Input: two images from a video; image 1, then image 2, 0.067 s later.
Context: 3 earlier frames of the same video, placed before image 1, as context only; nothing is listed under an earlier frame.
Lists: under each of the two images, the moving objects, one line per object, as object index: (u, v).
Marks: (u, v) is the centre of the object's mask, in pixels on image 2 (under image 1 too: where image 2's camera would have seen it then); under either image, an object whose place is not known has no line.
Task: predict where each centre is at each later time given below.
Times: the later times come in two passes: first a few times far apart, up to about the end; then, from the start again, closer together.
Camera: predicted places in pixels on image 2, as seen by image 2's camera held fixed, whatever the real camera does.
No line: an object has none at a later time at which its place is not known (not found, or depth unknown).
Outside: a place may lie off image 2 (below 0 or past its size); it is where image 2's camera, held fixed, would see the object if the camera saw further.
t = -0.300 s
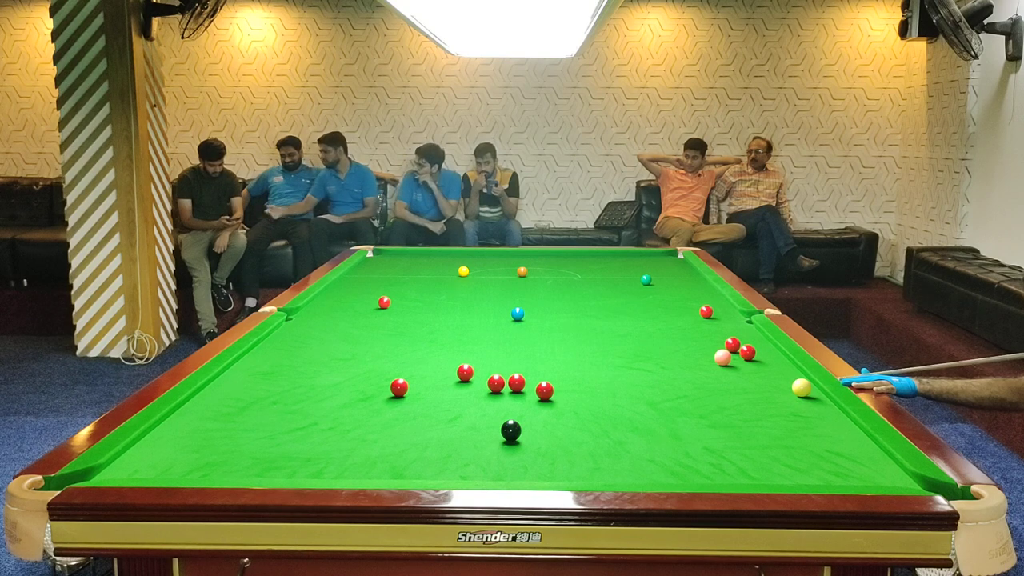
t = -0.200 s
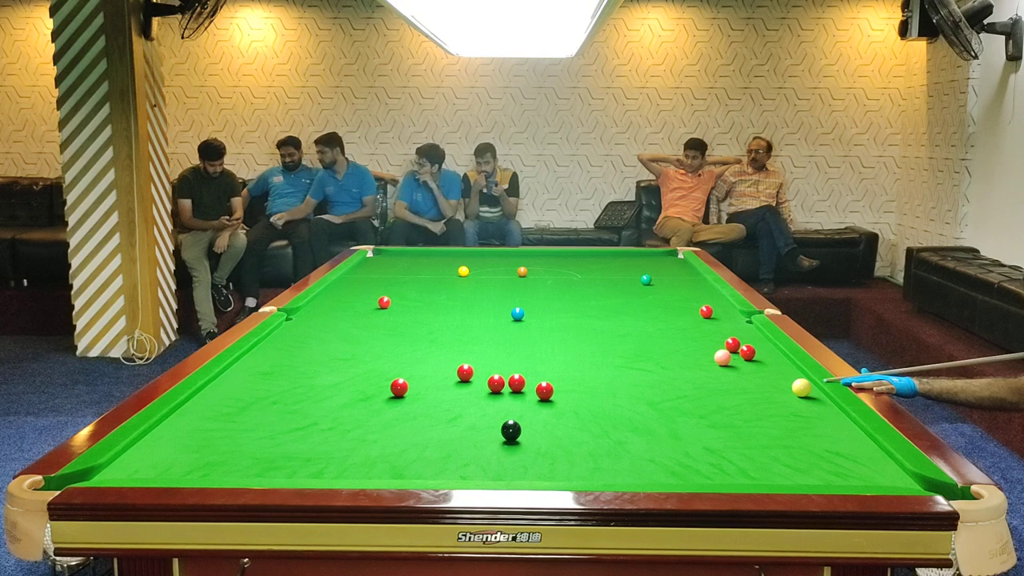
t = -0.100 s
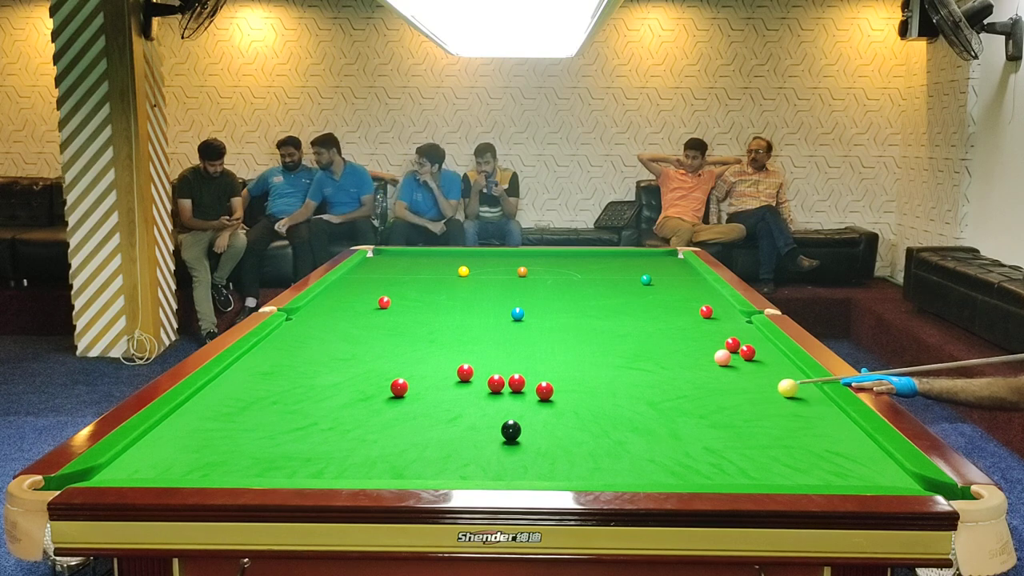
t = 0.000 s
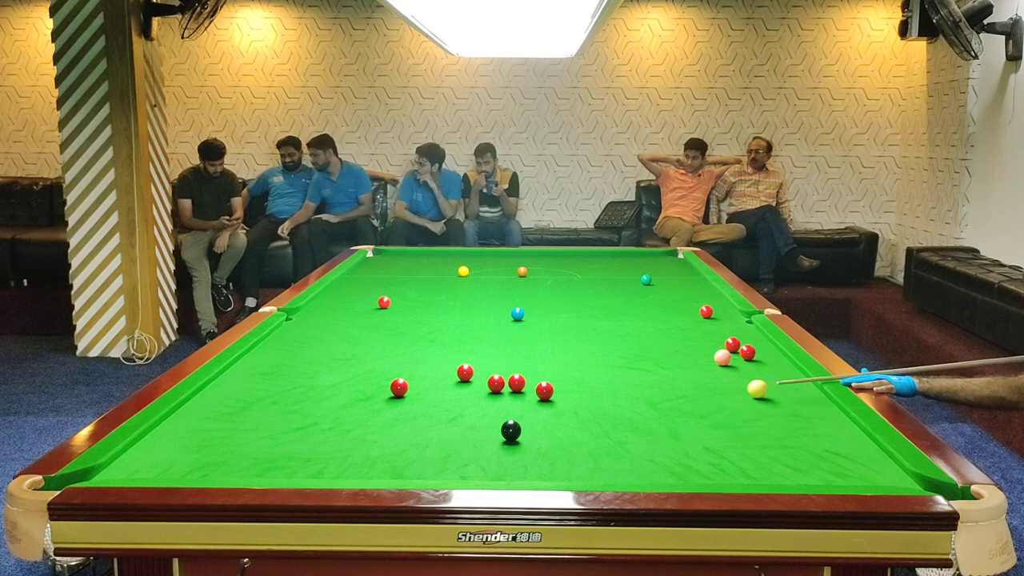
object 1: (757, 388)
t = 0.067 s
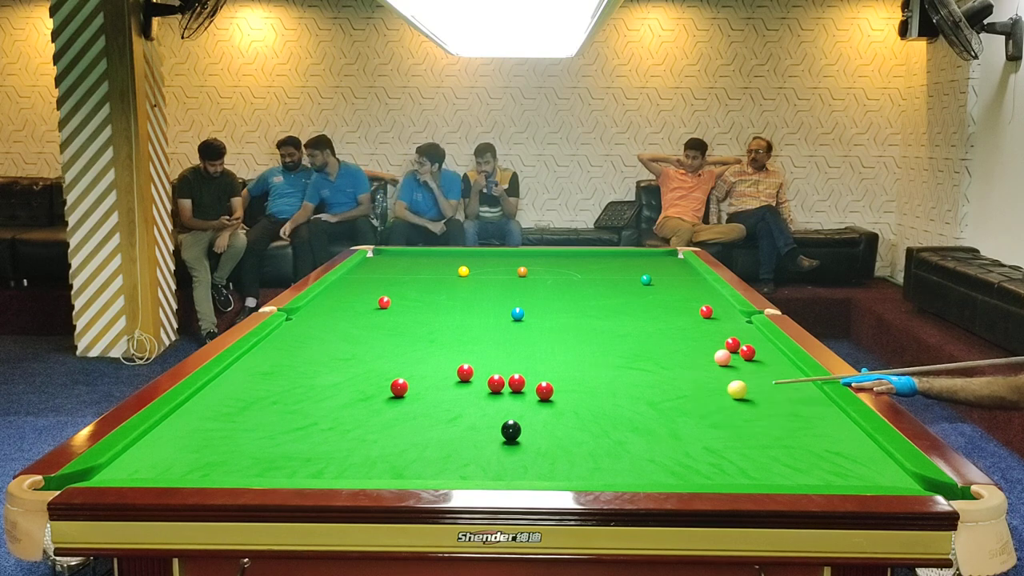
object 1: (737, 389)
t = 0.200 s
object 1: (697, 390)
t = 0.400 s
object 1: (637, 392)
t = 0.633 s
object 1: (567, 394)
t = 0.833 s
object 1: (515, 399)
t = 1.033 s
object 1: (463, 404)
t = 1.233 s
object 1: (411, 410)
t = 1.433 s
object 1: (357, 416)
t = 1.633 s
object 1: (303, 423)
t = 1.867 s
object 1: (239, 429)
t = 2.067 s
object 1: (183, 436)
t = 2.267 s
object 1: (152, 442)
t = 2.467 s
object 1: (176, 446)
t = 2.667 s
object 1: (198, 451)
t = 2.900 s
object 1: (223, 456)
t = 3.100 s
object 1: (244, 461)
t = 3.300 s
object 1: (264, 465)
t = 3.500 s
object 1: (284, 468)
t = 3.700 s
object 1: (303, 470)
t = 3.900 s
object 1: (321, 473)
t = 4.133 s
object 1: (342, 473)
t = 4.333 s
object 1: (359, 472)
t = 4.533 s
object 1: (374, 471)
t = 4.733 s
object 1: (387, 471)
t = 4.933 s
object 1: (399, 471)
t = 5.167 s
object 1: (412, 470)
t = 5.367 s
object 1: (422, 470)
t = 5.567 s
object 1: (429, 470)
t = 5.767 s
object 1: (436, 470)
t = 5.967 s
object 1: (441, 470)
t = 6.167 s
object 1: (445, 469)
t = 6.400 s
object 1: (448, 469)
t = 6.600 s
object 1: (450, 469)
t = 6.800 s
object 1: (450, 469)
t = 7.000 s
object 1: (451, 469)
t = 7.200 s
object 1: (451, 469)
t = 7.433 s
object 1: (450, 469)
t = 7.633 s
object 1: (451, 469)
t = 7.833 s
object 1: (450, 469)
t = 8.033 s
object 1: (451, 469)
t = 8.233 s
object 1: (450, 469)
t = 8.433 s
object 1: (451, 469)
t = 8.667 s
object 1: (450, 469)
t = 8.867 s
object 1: (449, 469)
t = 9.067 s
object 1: (447, 469)
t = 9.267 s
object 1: (448, 469)
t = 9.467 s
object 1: (449, 469)
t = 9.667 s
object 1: (450, 469)
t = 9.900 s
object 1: (454, 469)
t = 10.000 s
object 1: (456, 469)
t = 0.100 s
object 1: (727, 389)
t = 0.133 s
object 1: (717, 390)
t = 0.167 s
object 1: (707, 390)
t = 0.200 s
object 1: (697, 390)
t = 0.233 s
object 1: (687, 390)
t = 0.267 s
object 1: (677, 391)
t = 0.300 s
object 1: (667, 391)
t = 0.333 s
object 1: (657, 392)
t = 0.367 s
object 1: (647, 392)
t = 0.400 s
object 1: (637, 392)
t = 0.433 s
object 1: (627, 392)
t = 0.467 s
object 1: (617, 393)
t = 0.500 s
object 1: (607, 393)
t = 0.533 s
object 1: (597, 393)
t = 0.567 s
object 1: (587, 394)
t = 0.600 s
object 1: (577, 394)
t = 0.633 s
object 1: (567, 394)
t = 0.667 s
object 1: (557, 395)
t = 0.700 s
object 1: (549, 395)
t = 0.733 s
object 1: (541, 396)
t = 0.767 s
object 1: (532, 397)
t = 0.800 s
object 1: (523, 398)
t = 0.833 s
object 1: (515, 399)
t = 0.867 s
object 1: (506, 400)
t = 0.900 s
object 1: (498, 401)
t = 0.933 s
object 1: (489, 402)
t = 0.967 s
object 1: (481, 403)
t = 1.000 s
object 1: (472, 404)
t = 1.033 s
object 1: (463, 404)
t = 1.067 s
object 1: (454, 405)
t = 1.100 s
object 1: (446, 406)
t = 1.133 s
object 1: (437, 408)
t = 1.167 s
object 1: (428, 408)
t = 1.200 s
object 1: (420, 409)
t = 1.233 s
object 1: (411, 410)
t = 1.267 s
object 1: (402, 411)
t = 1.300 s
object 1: (393, 412)
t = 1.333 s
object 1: (384, 413)
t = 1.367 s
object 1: (375, 414)
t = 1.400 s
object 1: (366, 415)
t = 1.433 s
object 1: (357, 416)
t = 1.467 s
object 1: (348, 417)
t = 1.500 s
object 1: (339, 418)
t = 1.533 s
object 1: (330, 419)
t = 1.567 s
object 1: (321, 420)
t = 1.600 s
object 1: (312, 421)
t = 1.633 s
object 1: (303, 423)
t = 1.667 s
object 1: (294, 423)
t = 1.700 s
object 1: (284, 424)
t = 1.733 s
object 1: (275, 425)
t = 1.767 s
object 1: (266, 427)
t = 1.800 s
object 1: (257, 427)
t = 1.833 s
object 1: (248, 428)
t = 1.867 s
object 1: (239, 429)
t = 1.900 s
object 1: (229, 430)
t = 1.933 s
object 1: (220, 432)
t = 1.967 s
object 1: (211, 433)
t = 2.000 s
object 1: (202, 433)
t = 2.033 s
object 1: (192, 435)
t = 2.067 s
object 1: (183, 436)
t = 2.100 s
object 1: (174, 437)
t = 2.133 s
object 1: (164, 438)
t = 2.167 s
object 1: (154, 439)
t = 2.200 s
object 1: (145, 440)
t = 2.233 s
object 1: (147, 441)
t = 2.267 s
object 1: (152, 442)
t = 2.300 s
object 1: (157, 442)
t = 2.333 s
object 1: (161, 443)
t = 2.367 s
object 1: (164, 444)
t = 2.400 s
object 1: (168, 445)
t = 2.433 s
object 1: (172, 446)
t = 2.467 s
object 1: (176, 446)
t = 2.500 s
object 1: (179, 447)
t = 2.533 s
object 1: (183, 448)
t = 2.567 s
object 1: (187, 449)
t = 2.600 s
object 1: (190, 449)
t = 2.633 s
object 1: (194, 450)
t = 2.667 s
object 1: (198, 451)
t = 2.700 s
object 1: (202, 452)
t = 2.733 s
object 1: (205, 452)
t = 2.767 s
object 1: (209, 453)
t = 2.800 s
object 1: (212, 454)
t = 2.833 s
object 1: (216, 455)
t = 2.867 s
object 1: (219, 456)
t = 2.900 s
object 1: (223, 456)
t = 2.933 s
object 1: (226, 457)
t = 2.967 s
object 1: (230, 458)
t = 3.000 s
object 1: (234, 459)
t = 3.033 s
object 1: (237, 460)
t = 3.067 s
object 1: (240, 460)
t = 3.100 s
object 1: (244, 461)
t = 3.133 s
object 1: (247, 461)
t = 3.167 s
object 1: (251, 462)
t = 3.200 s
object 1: (254, 463)
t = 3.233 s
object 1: (258, 463)
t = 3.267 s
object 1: (261, 464)
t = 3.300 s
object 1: (264, 465)
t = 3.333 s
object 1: (268, 466)
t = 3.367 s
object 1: (271, 466)
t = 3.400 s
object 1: (274, 466)
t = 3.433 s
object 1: (278, 467)
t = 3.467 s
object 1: (281, 468)
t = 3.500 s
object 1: (284, 468)
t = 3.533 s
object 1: (287, 468)
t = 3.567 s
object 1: (291, 469)
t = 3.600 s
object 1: (294, 469)
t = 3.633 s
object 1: (297, 469)
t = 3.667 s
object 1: (300, 470)
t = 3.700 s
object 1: (303, 470)
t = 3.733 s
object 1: (306, 471)
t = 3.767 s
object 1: (309, 471)
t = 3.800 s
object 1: (313, 471)
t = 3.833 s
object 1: (315, 472)
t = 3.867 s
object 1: (319, 472)
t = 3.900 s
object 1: (321, 473)
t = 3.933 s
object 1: (324, 473)
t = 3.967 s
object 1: (327, 473)
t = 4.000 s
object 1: (331, 474)
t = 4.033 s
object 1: (333, 474)
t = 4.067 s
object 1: (337, 473)
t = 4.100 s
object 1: (340, 473)
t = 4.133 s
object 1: (342, 473)
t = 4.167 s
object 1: (345, 473)
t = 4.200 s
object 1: (348, 473)
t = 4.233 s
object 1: (351, 473)
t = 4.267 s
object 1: (354, 472)
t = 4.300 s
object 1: (357, 472)
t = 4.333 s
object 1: (359, 472)
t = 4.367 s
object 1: (362, 472)
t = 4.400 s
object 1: (364, 472)
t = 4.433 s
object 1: (366, 472)
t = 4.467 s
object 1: (369, 472)
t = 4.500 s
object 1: (372, 472)
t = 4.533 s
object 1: (374, 471)
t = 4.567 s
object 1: (376, 471)
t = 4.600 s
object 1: (379, 471)
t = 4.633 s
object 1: (381, 471)
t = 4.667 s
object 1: (383, 471)
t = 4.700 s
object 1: (386, 471)
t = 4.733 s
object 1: (387, 471)
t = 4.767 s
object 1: (390, 471)
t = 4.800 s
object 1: (392, 471)
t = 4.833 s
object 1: (394, 471)
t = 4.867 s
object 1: (396, 471)
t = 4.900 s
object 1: (397, 471)
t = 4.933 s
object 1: (399, 471)
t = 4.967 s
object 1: (401, 471)
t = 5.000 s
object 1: (403, 470)
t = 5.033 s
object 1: (405, 470)
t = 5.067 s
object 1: (407, 470)
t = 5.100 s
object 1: (409, 470)
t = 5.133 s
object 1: (410, 470)
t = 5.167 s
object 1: (412, 470)
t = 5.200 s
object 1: (413, 470)
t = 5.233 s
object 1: (415, 470)
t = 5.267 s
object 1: (417, 470)
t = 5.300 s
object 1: (418, 470)
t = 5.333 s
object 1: (420, 470)
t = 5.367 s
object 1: (422, 470)
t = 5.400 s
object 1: (423, 470)
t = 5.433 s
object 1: (424, 470)
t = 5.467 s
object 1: (425, 470)
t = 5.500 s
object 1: (427, 470)
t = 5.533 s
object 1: (428, 470)
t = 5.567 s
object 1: (429, 470)
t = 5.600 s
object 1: (430, 470)
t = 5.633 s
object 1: (431, 470)
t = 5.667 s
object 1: (432, 470)
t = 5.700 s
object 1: (434, 470)
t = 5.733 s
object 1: (435, 470)
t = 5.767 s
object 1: (436, 470)
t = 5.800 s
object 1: (437, 470)
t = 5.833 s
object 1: (437, 470)
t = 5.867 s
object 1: (438, 470)
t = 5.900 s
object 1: (439, 470)
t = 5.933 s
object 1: (440, 470)
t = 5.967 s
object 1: (441, 470)
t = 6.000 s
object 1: (442, 470)
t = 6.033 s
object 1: (442, 470)
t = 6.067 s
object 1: (443, 469)
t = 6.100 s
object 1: (444, 469)
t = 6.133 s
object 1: (444, 469)
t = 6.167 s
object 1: (445, 469)
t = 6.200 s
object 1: (445, 469)
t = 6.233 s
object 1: (446, 469)
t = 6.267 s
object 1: (446, 469)
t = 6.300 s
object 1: (447, 469)
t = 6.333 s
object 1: (447, 469)
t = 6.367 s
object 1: (448, 469)
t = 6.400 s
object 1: (448, 469)
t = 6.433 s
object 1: (449, 469)
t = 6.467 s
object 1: (449, 469)
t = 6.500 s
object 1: (449, 469)
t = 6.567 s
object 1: (450, 469)
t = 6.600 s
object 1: (450, 469)
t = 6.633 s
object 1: (450, 469)
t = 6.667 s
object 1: (450, 469)
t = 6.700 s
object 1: (450, 469)
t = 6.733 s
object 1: (450, 469)
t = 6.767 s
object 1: (450, 469)
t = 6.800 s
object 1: (450, 469)
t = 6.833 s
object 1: (451, 469)
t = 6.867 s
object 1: (450, 469)
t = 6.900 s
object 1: (451, 469)
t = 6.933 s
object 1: (451, 469)
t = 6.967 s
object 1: (451, 469)
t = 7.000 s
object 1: (451, 469)
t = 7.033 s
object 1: (451, 469)
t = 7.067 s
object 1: (451, 469)
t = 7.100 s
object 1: (451, 469)
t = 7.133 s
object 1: (450, 469)
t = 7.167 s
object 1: (451, 469)
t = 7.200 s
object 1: (451, 469)
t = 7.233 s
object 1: (451, 469)
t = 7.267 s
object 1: (450, 469)
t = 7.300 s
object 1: (451, 469)
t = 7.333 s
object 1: (450, 469)
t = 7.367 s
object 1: (451, 469)
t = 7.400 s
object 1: (451, 469)
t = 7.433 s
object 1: (450, 469)
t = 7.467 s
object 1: (451, 469)
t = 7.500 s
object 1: (450, 469)
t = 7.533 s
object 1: (450, 469)
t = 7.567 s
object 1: (451, 469)
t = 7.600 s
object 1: (450, 469)
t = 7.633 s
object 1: (451, 469)
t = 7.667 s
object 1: (450, 469)
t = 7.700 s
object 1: (451, 469)
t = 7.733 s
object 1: (451, 469)
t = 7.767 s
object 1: (451, 469)
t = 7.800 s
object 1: (450, 469)
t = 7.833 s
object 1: (450, 469)
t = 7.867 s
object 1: (451, 469)
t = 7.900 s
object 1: (451, 469)
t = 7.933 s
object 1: (451, 469)
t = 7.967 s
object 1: (451, 469)
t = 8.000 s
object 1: (451, 469)
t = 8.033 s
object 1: (451, 469)
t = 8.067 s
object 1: (451, 469)
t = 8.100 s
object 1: (450, 469)
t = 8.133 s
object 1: (451, 469)
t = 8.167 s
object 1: (451, 469)
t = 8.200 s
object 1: (451, 469)
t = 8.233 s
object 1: (450, 469)
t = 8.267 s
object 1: (451, 469)
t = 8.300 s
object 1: (451, 469)
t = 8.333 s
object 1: (450, 469)
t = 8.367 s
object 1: (451, 469)
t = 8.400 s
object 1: (451, 469)
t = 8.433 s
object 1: (451, 469)
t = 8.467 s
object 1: (451, 469)
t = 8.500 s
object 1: (450, 469)
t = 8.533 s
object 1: (451, 469)
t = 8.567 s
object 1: (450, 469)
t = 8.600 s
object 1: (450, 469)
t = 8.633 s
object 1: (450, 469)
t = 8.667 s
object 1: (450, 469)
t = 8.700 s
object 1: (450, 469)
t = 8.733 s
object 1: (450, 469)
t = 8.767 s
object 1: (450, 469)
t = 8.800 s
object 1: (450, 469)
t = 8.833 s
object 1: (449, 469)
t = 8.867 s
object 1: (449, 469)
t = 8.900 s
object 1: (448, 469)
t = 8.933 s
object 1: (448, 469)
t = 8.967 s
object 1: (448, 469)
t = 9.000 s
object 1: (447, 469)
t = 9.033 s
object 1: (447, 469)
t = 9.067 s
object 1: (447, 469)
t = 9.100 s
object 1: (447, 469)
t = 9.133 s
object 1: (447, 469)
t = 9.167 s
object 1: (447, 469)
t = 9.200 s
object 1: (447, 469)
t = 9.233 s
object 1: (447, 469)
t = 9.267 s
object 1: (448, 469)
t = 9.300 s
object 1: (448, 469)
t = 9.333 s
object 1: (448, 469)
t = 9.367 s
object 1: (448, 469)
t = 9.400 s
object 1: (448, 469)
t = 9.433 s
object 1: (448, 469)
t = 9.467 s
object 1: (449, 469)
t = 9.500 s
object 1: (449, 469)
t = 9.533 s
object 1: (449, 469)
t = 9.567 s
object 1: (450, 469)
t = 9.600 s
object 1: (450, 469)
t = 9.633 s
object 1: (450, 469)
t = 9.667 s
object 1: (450, 469)
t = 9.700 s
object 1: (451, 469)
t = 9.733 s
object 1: (451, 469)
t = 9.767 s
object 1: (451, 469)
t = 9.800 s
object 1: (452, 469)
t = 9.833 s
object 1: (452, 469)
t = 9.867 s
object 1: (453, 469)
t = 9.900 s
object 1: (454, 469)
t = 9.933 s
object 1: (454, 469)
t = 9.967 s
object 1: (455, 469)
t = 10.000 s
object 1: (456, 469)
